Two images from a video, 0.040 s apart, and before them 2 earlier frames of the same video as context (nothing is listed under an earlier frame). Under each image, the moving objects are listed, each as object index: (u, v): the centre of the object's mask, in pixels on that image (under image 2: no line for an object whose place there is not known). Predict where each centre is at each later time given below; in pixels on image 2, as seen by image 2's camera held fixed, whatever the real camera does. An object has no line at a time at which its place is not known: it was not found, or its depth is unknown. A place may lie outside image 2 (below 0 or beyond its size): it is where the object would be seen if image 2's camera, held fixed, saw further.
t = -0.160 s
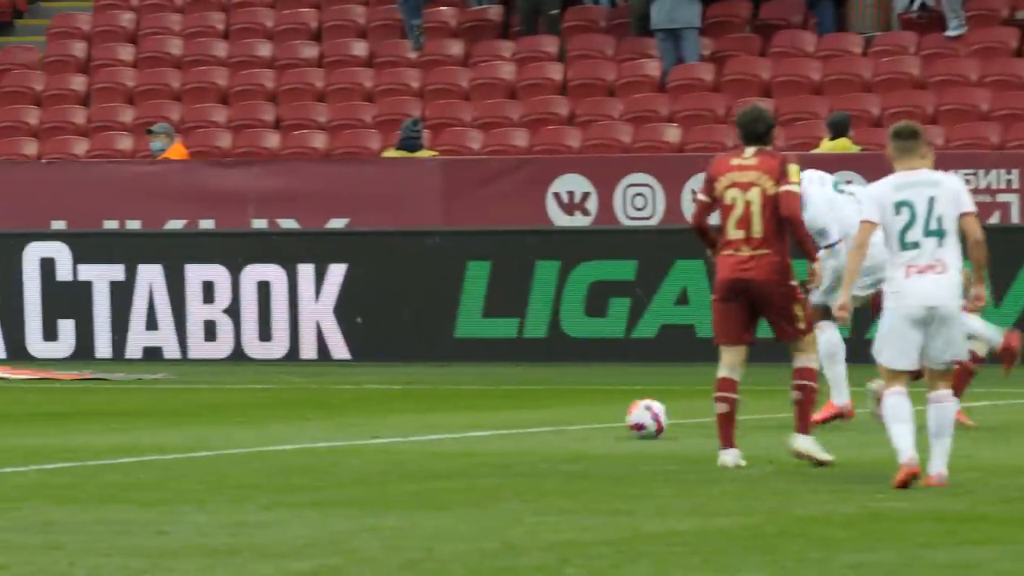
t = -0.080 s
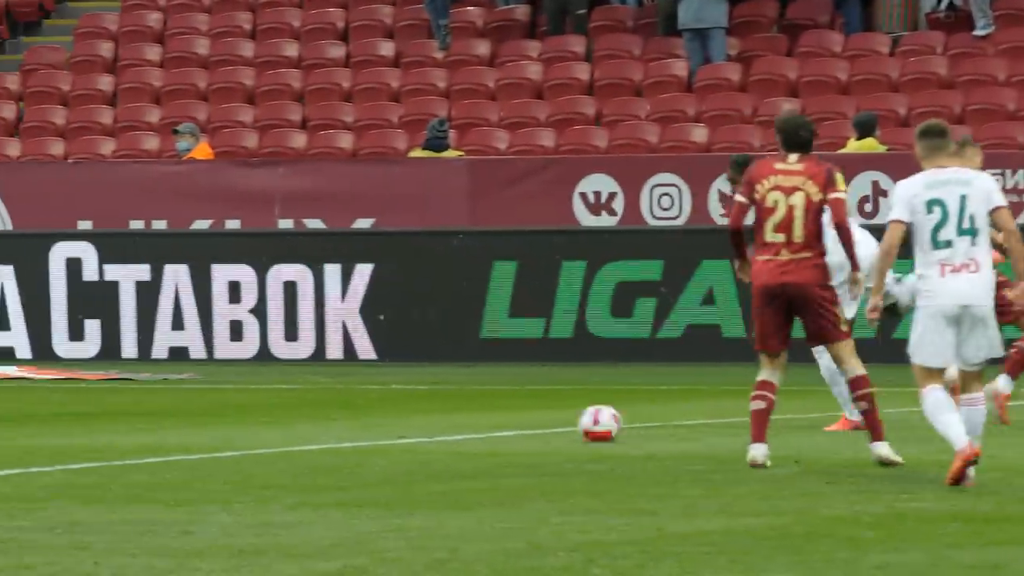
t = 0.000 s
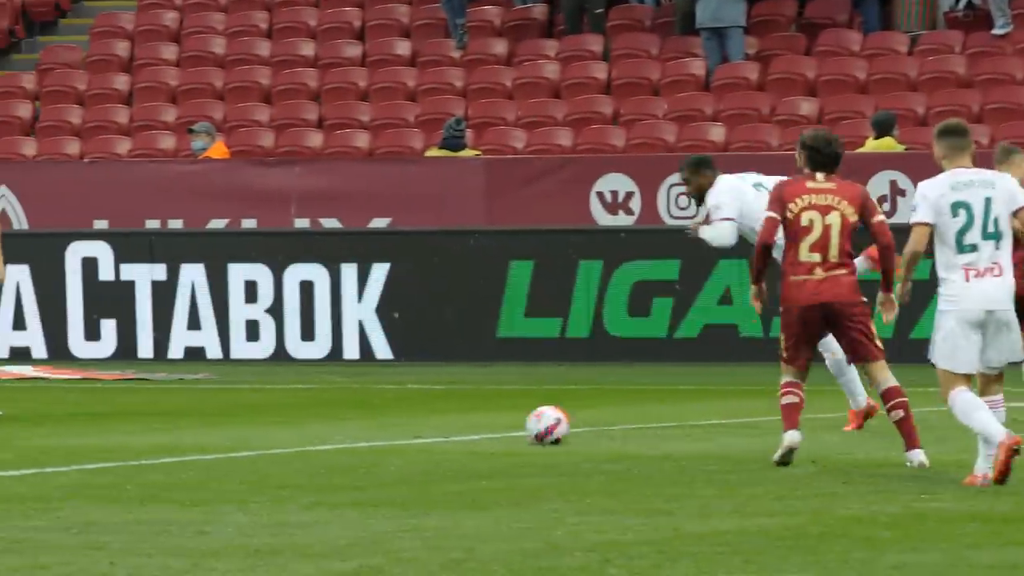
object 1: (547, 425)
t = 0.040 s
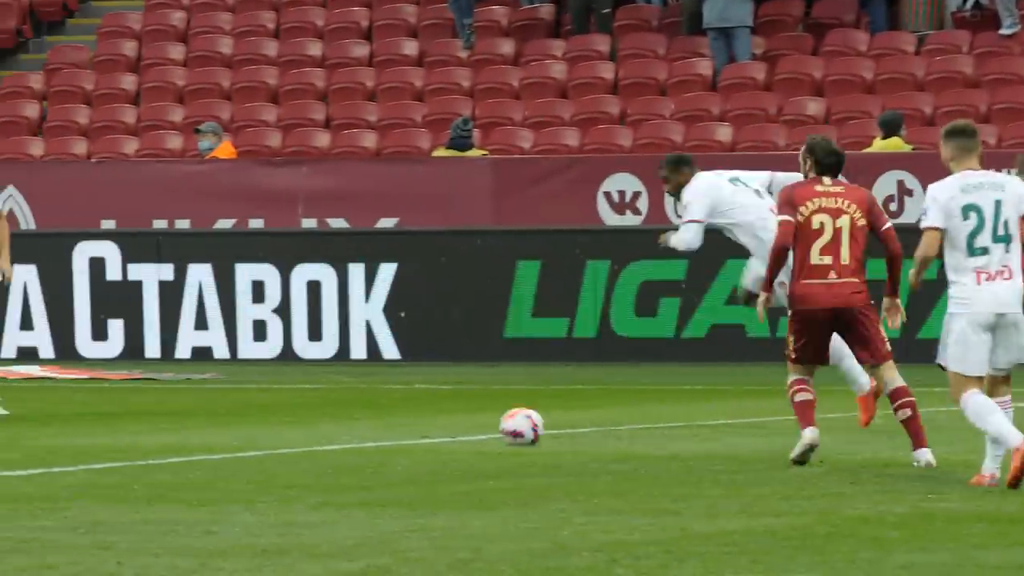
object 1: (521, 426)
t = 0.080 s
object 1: (487, 426)
